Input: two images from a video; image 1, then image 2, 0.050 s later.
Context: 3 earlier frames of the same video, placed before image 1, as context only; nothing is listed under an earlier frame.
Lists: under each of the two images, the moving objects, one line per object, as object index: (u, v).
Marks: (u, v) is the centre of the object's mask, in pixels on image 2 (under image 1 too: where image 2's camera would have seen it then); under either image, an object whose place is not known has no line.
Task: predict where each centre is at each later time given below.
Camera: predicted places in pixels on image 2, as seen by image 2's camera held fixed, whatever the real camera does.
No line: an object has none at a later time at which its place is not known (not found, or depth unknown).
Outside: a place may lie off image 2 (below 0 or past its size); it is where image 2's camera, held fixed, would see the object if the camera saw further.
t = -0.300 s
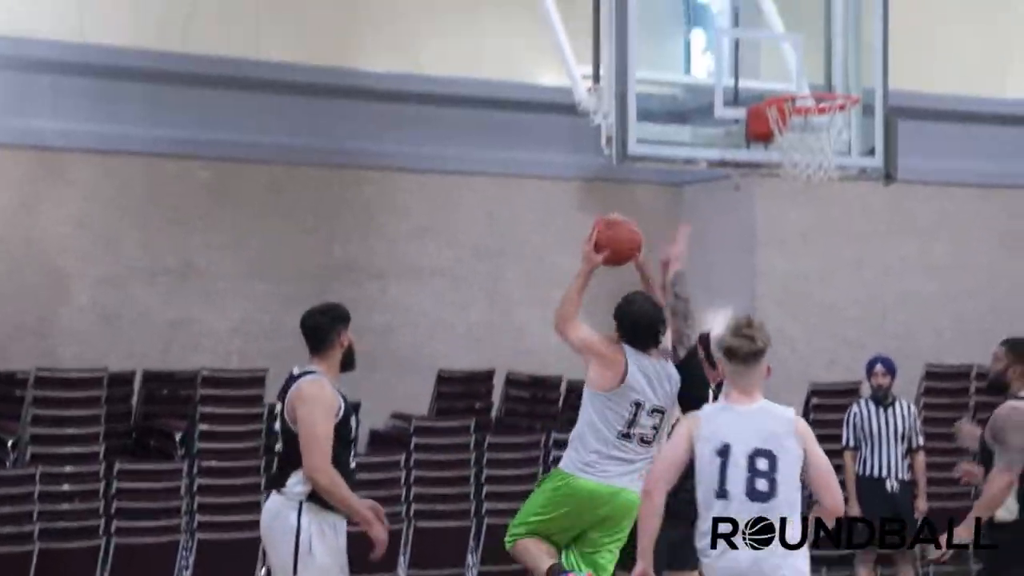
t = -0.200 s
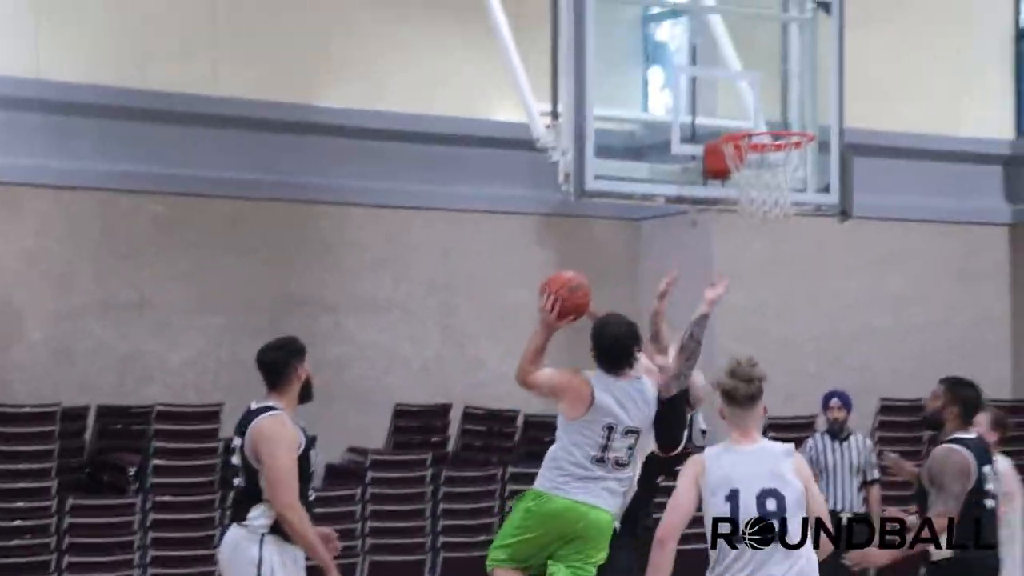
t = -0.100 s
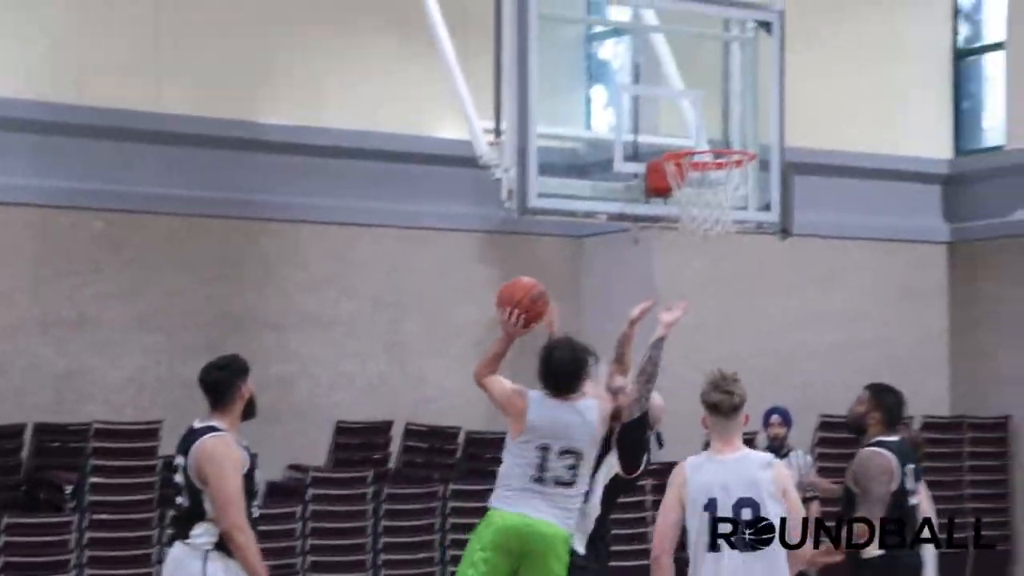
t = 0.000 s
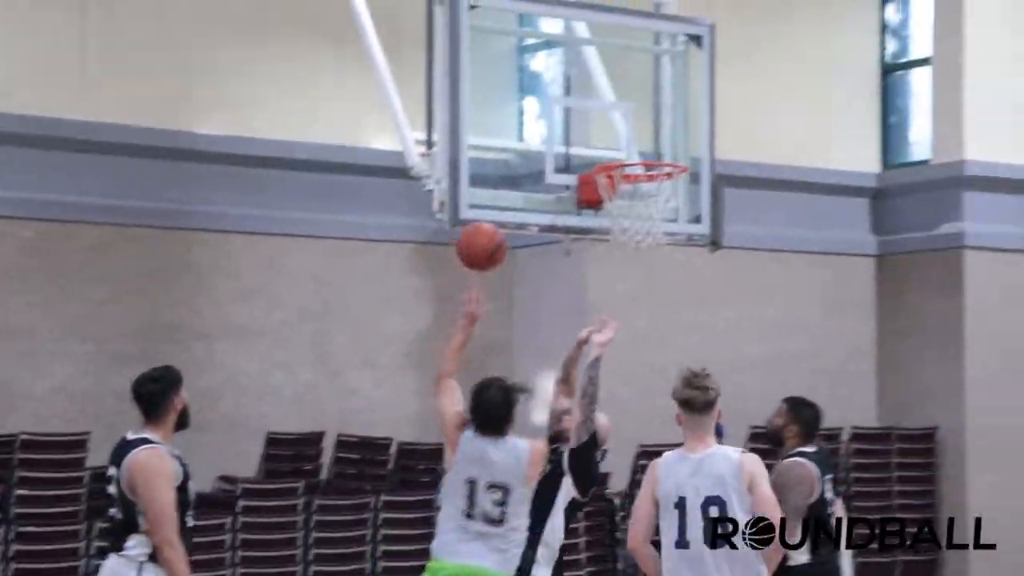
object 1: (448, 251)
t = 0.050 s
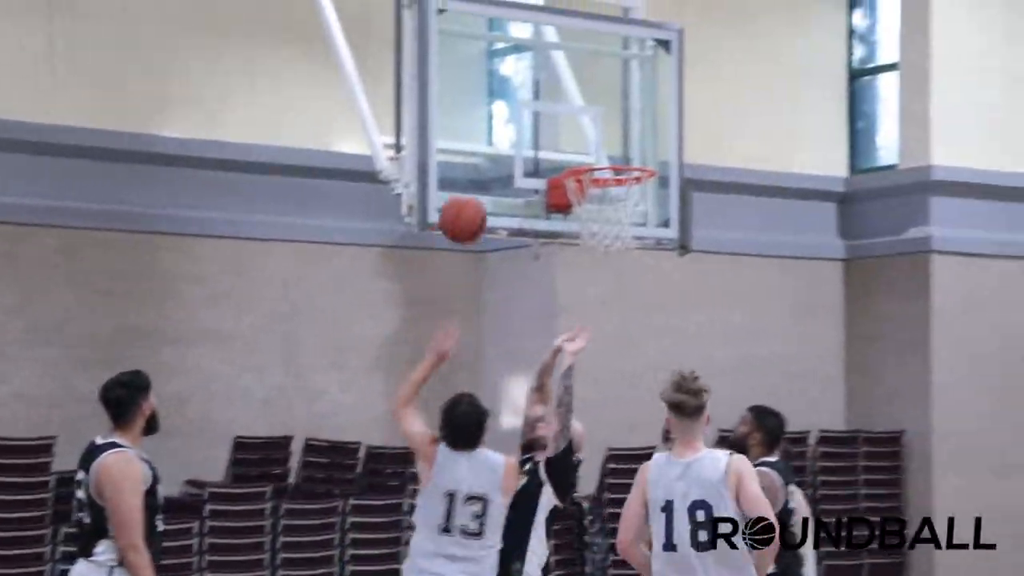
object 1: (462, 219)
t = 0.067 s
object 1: (467, 209)
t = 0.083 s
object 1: (472, 201)
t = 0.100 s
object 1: (477, 195)
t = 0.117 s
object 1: (481, 187)
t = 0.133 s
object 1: (485, 182)
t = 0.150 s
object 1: (489, 175)
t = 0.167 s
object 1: (494, 170)
